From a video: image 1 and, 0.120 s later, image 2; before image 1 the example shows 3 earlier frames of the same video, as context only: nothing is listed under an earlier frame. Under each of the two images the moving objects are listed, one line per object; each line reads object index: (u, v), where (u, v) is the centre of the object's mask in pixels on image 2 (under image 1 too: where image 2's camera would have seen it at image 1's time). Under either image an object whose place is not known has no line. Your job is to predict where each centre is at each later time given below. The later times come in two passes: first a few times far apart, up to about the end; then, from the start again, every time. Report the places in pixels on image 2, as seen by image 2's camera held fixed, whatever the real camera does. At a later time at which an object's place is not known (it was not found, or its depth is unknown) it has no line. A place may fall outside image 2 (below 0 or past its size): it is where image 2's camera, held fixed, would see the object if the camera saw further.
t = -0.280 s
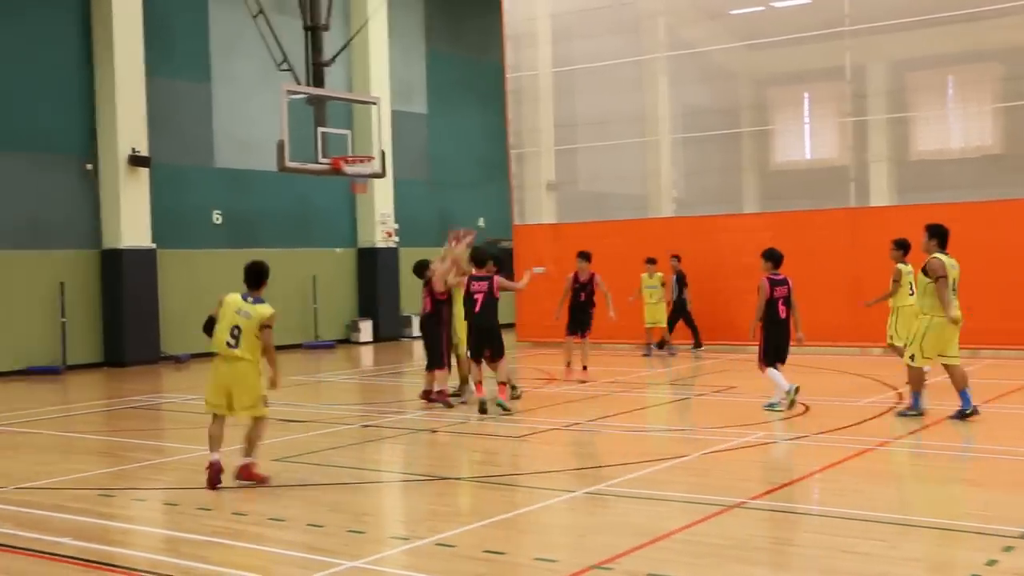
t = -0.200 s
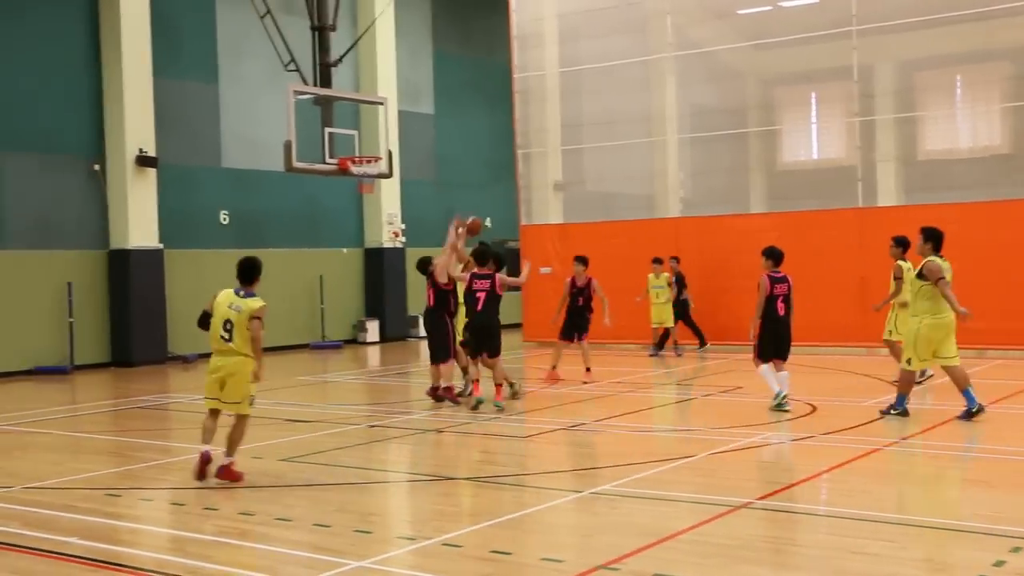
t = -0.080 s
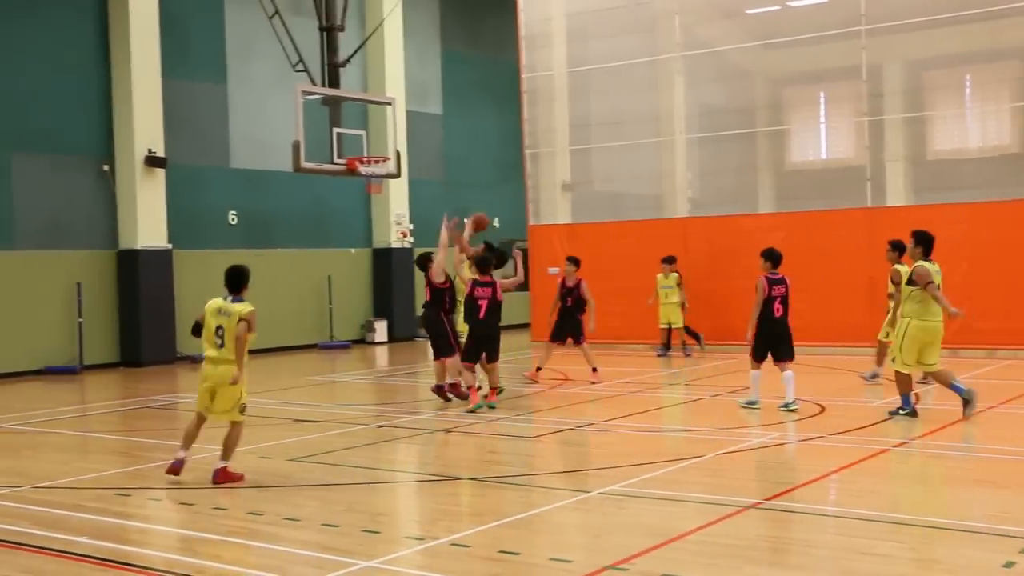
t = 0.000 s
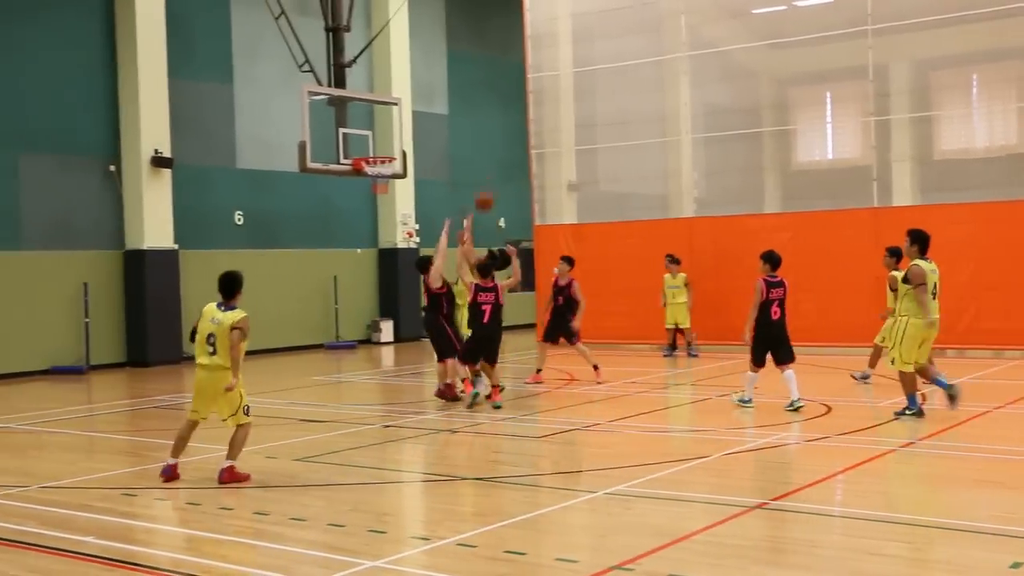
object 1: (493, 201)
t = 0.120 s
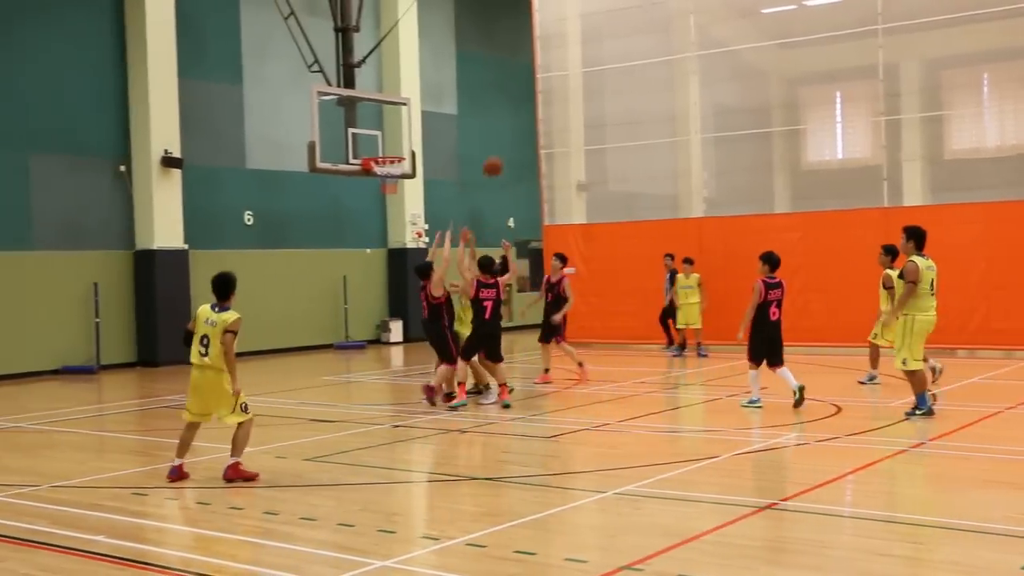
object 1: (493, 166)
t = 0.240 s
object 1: (492, 144)
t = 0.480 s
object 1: (492, 132)
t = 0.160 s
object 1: (492, 157)
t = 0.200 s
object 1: (492, 150)
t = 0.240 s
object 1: (492, 144)
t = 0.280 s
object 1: (492, 139)
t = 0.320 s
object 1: (492, 135)
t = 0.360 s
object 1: (492, 133)
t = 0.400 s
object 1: (492, 131)
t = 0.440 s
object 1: (492, 131)
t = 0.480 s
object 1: (492, 132)
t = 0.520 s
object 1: (492, 134)
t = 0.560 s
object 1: (492, 138)
